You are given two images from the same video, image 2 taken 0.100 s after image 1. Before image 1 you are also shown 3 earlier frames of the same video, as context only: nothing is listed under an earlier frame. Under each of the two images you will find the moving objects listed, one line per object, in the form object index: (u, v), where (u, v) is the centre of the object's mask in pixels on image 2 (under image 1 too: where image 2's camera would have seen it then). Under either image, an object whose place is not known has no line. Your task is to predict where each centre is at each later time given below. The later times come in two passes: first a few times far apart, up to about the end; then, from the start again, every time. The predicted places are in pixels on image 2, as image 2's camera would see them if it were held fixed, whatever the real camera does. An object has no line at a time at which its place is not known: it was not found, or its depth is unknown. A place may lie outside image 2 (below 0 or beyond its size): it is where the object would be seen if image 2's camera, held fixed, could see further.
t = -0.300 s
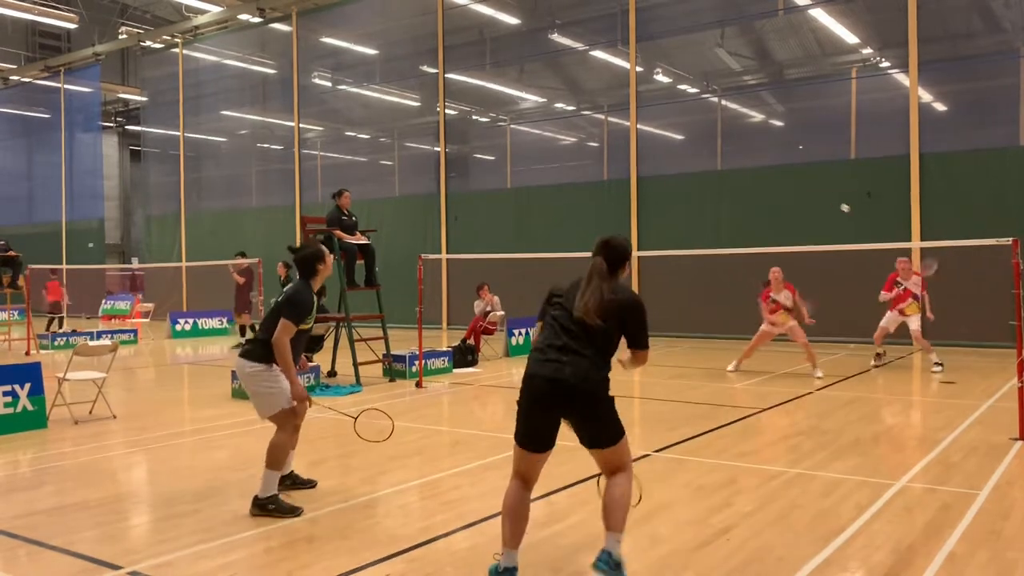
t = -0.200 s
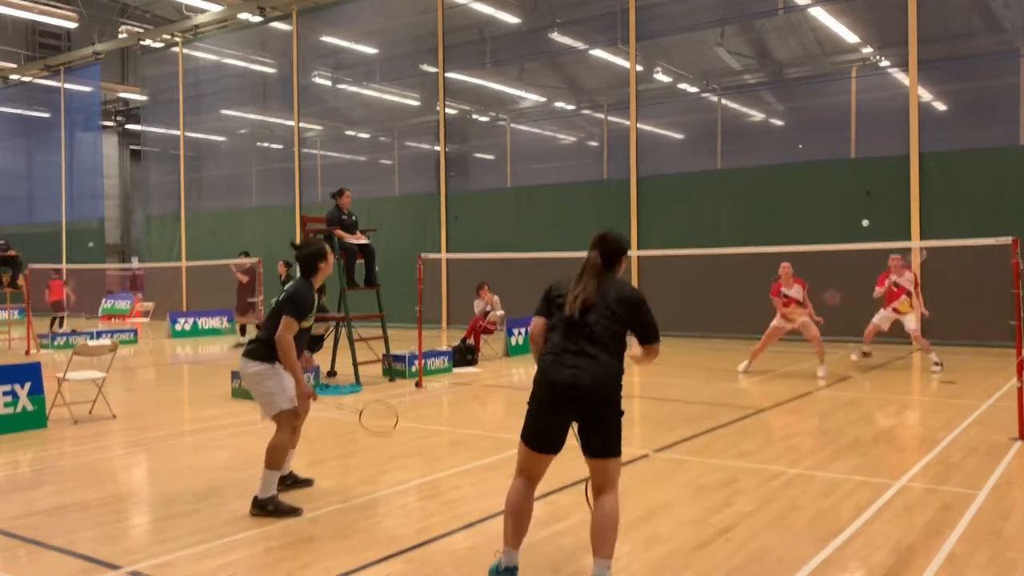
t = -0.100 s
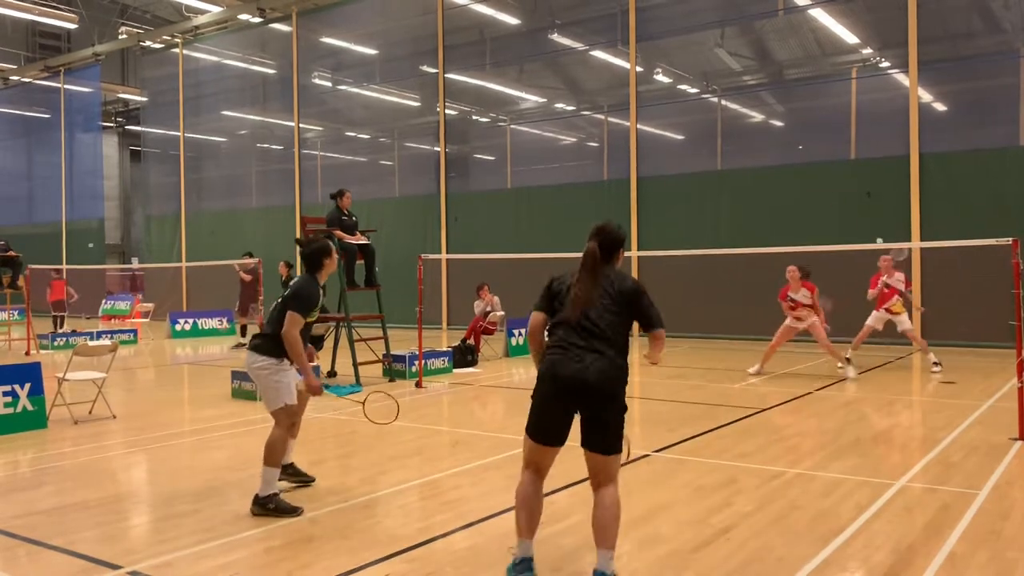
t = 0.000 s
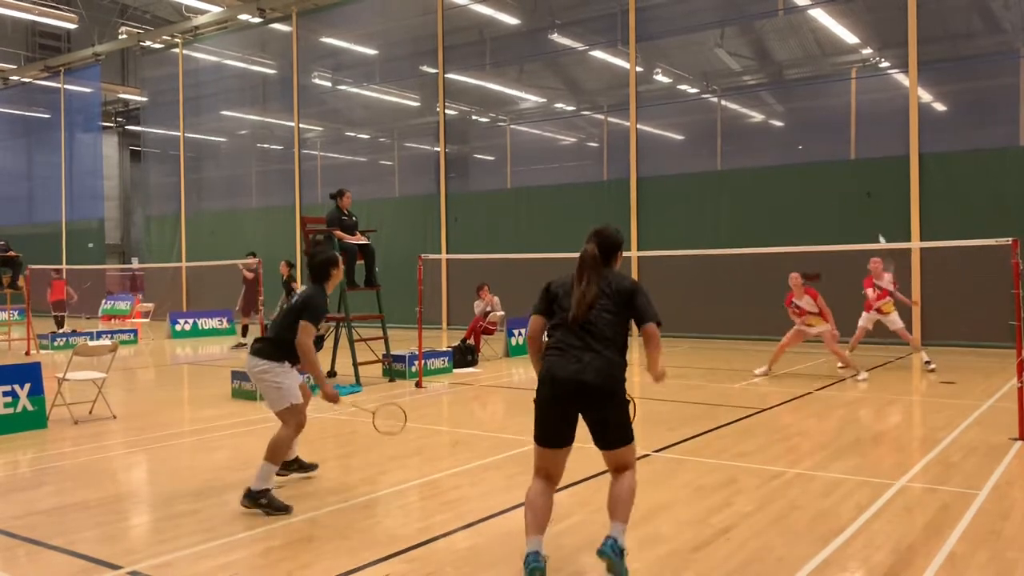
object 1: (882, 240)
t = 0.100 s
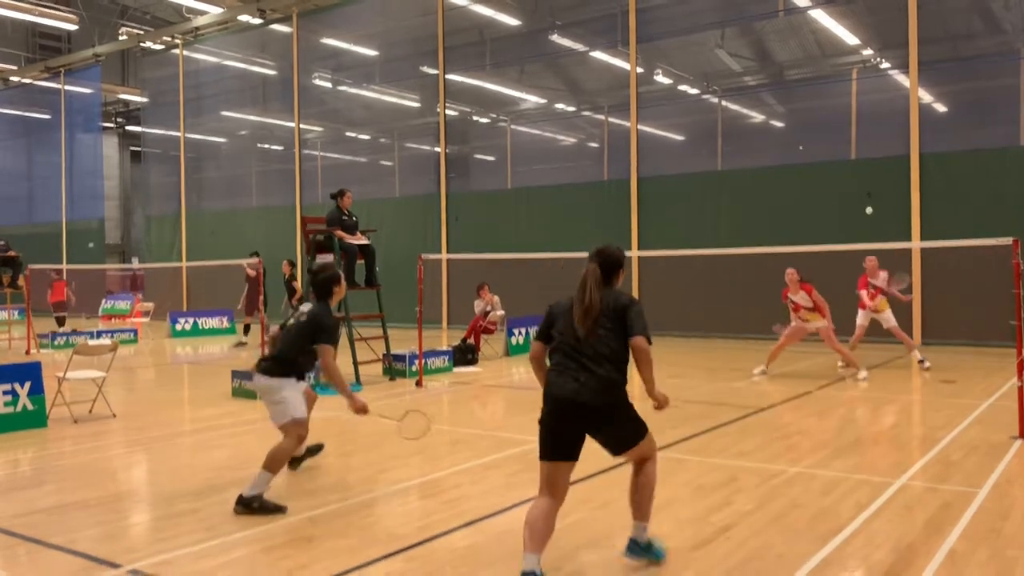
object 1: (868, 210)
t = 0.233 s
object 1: (854, 190)
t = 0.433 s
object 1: (833, 195)
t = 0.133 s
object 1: (865, 204)
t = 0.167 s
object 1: (862, 197)
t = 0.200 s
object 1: (858, 193)
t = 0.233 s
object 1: (854, 190)
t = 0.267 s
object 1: (851, 188)
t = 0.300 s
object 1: (847, 187)
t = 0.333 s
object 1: (844, 187)
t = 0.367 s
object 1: (841, 188)
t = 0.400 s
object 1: (837, 191)
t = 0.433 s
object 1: (833, 195)
